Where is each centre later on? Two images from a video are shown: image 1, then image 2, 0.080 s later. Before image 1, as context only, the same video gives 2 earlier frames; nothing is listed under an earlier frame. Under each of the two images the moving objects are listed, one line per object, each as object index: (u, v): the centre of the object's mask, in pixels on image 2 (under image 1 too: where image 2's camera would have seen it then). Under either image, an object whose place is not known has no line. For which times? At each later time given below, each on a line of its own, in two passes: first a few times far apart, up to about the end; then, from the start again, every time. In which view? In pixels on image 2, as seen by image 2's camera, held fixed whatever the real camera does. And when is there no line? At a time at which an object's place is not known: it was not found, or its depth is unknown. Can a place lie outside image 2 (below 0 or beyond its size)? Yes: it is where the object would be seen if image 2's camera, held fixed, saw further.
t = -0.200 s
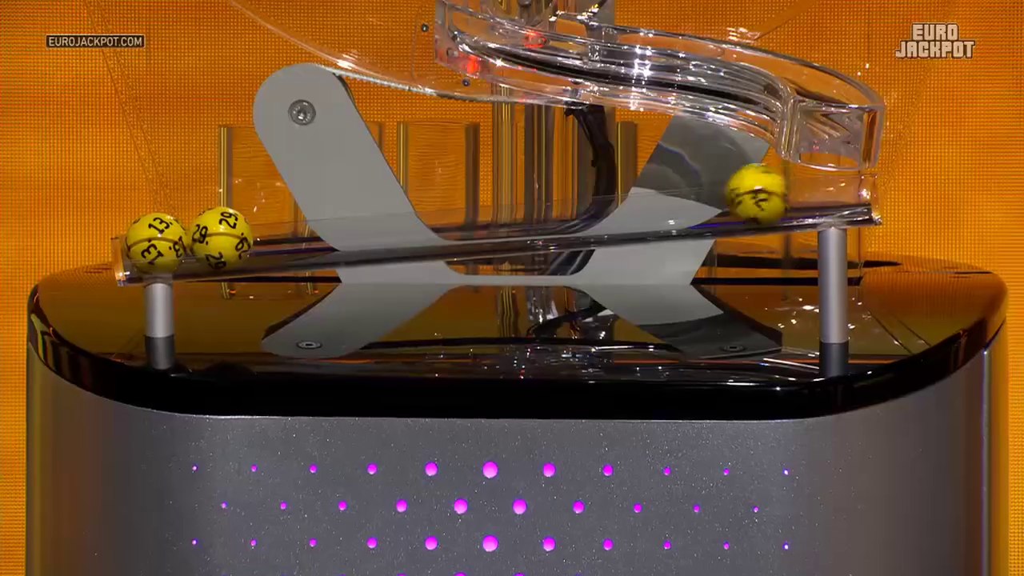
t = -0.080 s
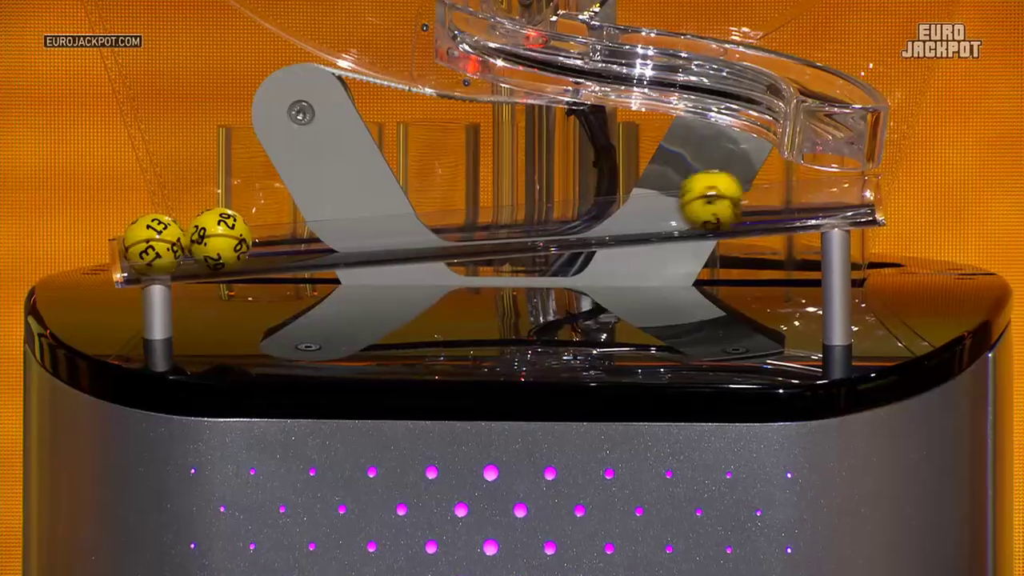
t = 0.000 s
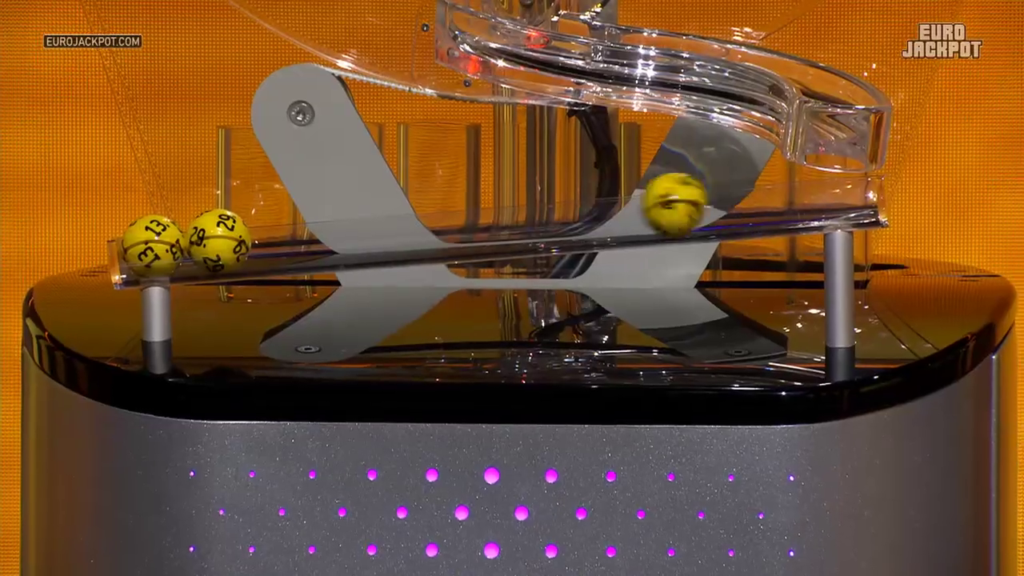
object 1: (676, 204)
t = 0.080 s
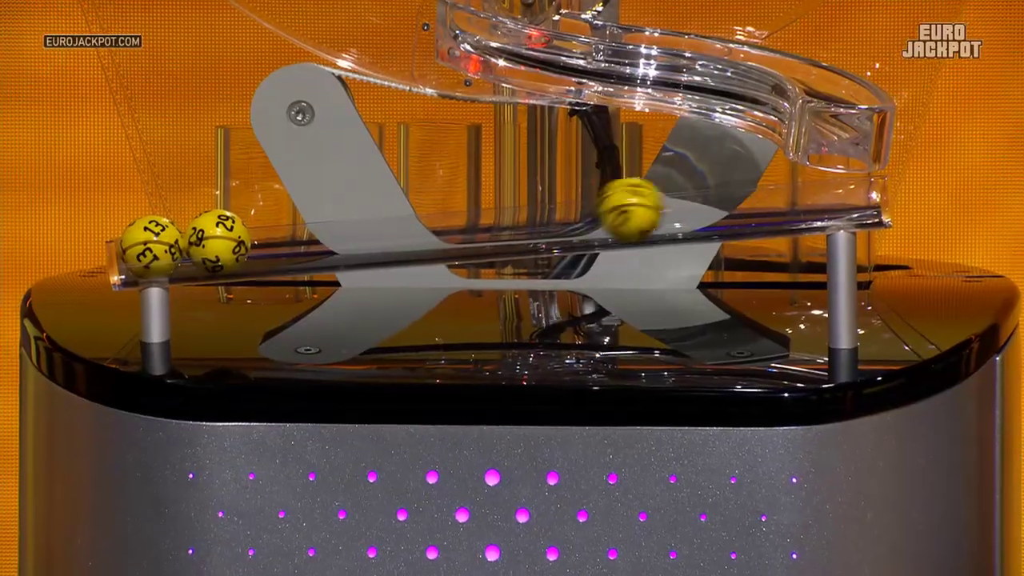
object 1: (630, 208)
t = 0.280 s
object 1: (501, 218)
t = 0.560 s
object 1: (281, 234)
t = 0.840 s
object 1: (334, 232)
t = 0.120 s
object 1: (606, 210)
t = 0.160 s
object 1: (580, 212)
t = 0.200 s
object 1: (555, 213)
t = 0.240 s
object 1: (528, 217)
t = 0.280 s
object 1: (501, 218)
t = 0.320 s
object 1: (472, 220)
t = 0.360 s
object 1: (443, 223)
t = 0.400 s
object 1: (409, 225)
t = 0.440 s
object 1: (378, 229)
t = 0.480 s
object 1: (346, 230)
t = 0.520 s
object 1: (312, 234)
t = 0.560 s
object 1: (281, 234)
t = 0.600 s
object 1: (299, 233)
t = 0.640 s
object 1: (313, 232)
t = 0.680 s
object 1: (321, 232)
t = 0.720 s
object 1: (326, 232)
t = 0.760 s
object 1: (329, 232)
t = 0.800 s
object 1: (332, 232)
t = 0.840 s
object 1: (334, 232)
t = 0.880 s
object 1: (334, 232)
